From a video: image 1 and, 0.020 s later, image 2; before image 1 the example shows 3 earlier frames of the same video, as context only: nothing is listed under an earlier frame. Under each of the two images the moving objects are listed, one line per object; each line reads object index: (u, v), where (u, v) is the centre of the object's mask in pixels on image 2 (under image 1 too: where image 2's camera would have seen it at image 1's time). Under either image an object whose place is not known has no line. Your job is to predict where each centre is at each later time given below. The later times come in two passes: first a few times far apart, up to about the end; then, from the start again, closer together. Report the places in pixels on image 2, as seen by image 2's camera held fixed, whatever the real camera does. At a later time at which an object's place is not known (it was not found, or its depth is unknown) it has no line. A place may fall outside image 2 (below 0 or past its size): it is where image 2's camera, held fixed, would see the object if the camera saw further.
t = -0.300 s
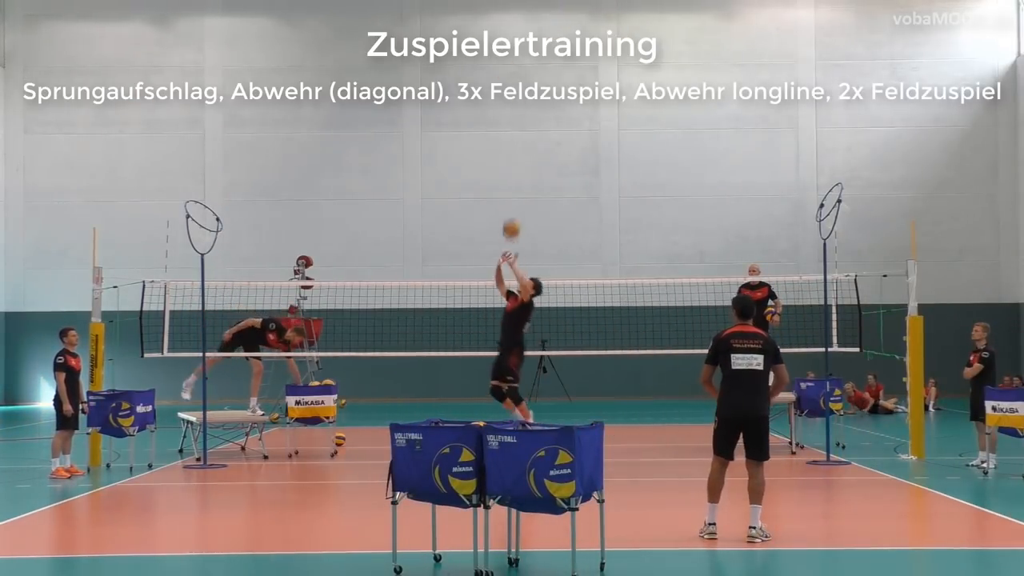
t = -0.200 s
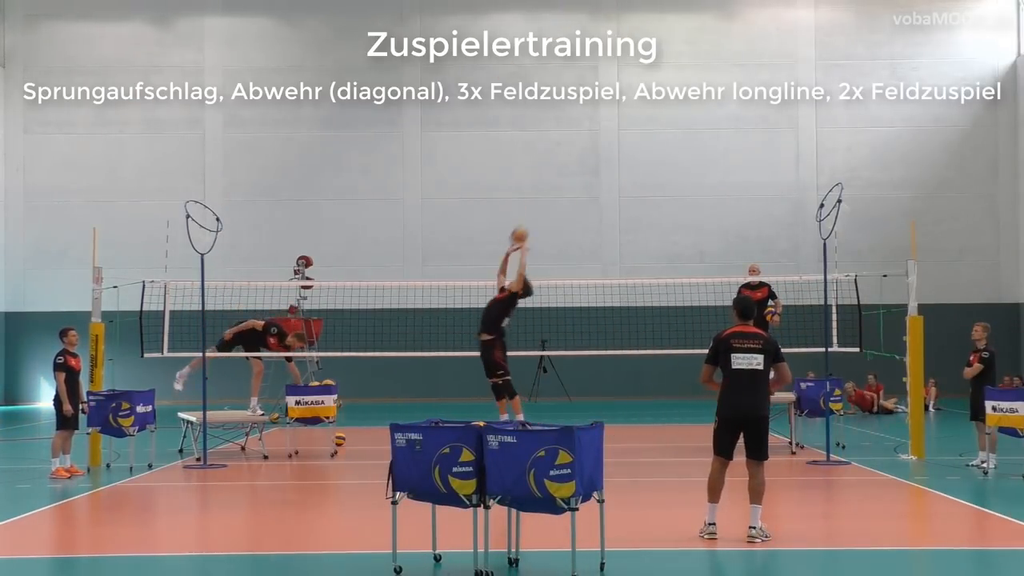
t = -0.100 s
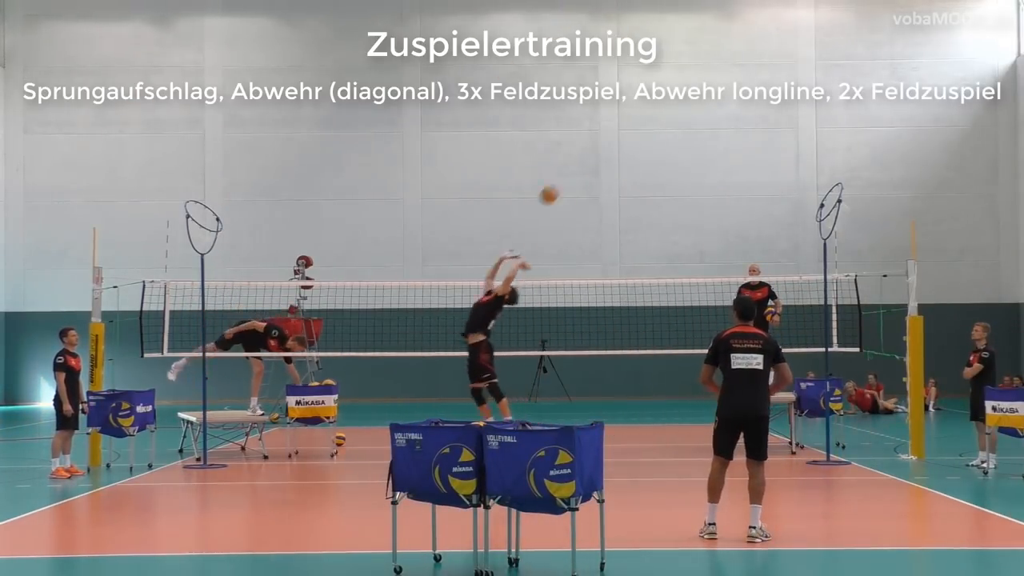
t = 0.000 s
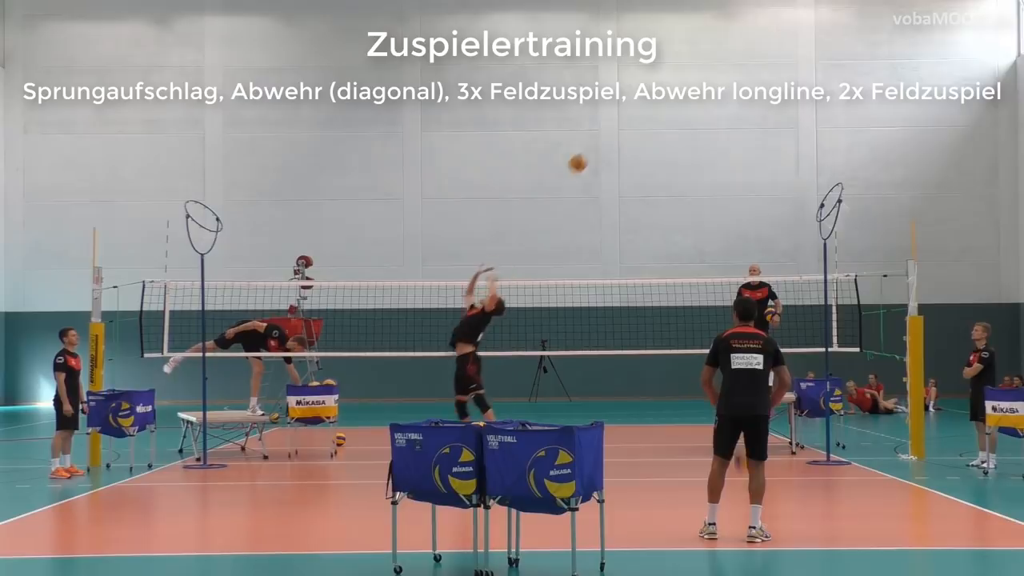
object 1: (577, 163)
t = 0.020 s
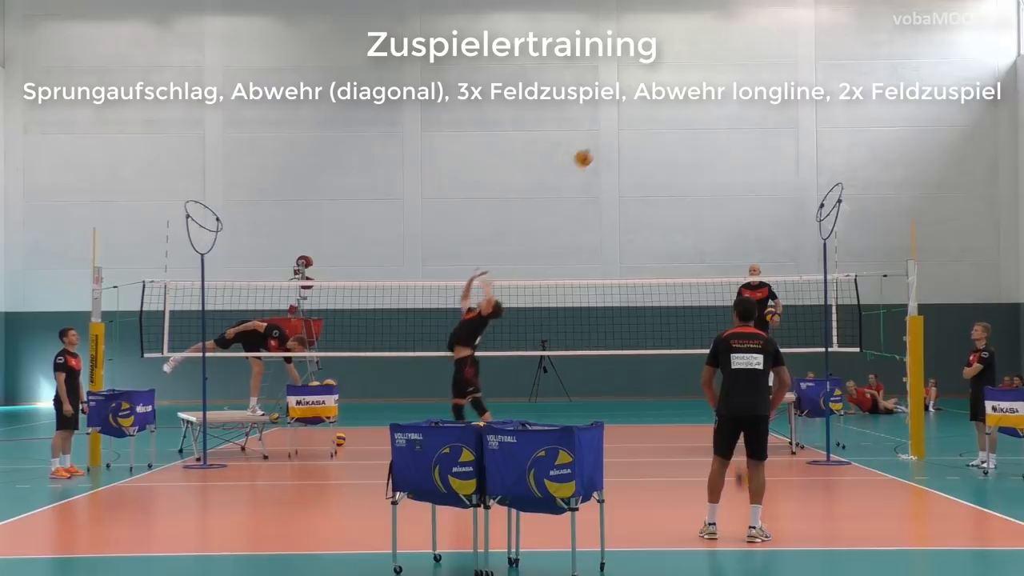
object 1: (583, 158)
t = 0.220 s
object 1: (637, 126)
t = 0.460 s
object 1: (697, 130)
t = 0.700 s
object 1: (752, 176)
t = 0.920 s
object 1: (798, 253)
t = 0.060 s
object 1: (594, 149)
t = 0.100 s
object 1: (605, 141)
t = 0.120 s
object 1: (611, 138)
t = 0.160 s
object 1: (621, 132)
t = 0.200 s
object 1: (632, 127)
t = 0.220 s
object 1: (637, 126)
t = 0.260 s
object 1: (648, 123)
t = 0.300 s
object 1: (658, 122)
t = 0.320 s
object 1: (663, 122)
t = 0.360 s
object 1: (673, 123)
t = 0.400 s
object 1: (683, 124)
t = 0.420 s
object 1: (688, 126)
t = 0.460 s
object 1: (697, 130)
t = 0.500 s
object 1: (707, 135)
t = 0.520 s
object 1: (712, 138)
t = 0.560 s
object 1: (721, 145)
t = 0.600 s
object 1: (730, 152)
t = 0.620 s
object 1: (734, 156)
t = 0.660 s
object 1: (743, 166)
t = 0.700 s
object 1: (752, 176)
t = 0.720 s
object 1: (756, 182)
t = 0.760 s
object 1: (764, 194)
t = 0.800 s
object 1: (774, 207)
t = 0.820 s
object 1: (778, 214)
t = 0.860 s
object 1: (786, 229)
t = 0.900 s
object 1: (794, 245)
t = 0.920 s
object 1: (798, 253)
